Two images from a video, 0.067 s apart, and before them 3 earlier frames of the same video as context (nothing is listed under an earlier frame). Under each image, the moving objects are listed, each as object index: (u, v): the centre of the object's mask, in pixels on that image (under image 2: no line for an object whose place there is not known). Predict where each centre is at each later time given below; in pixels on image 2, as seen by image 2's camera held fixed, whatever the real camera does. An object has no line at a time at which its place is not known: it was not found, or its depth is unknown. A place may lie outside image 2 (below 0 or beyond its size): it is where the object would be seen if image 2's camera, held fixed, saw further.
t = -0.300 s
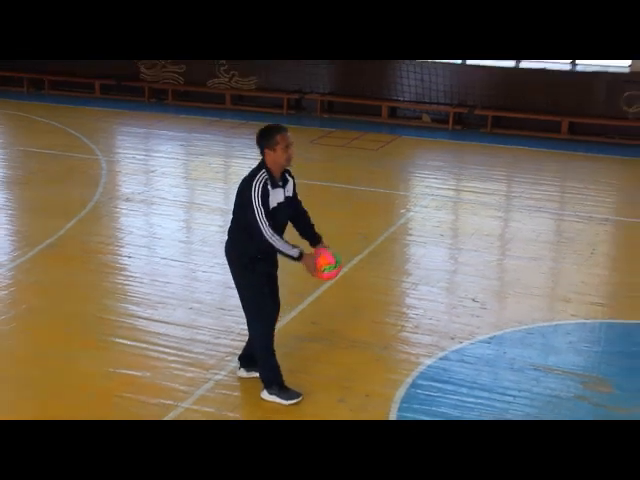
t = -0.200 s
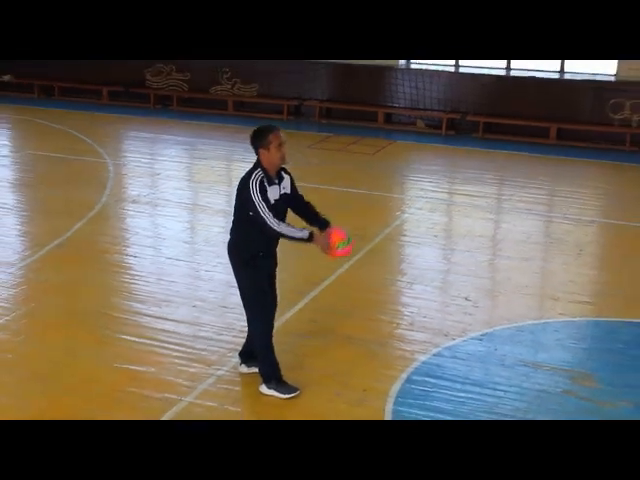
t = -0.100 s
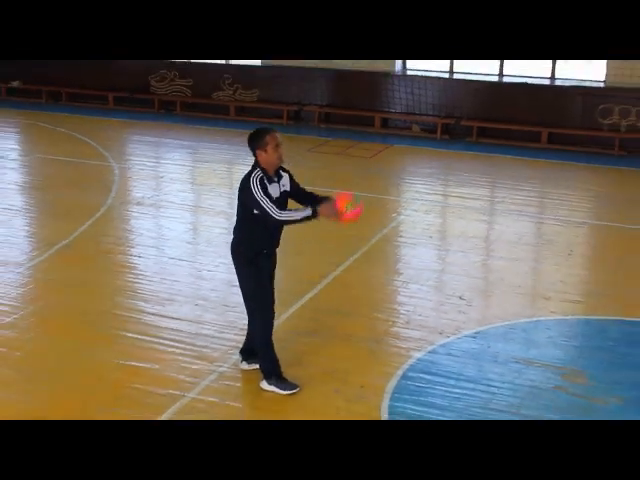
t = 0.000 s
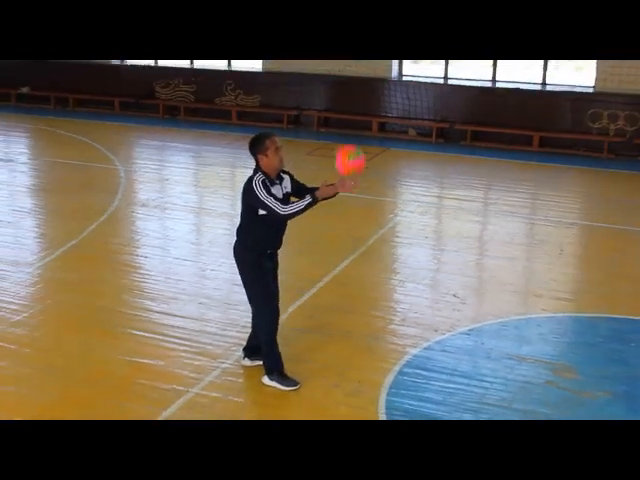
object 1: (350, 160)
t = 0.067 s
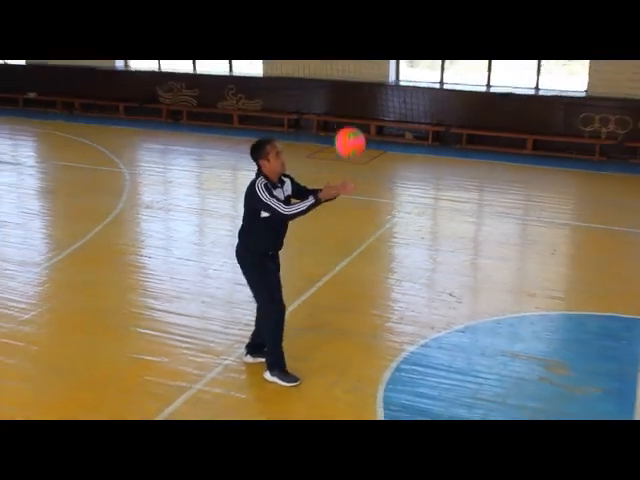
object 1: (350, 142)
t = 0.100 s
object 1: (350, 130)
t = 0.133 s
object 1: (351, 125)
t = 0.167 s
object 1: (350, 119)
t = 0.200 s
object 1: (350, 115)
